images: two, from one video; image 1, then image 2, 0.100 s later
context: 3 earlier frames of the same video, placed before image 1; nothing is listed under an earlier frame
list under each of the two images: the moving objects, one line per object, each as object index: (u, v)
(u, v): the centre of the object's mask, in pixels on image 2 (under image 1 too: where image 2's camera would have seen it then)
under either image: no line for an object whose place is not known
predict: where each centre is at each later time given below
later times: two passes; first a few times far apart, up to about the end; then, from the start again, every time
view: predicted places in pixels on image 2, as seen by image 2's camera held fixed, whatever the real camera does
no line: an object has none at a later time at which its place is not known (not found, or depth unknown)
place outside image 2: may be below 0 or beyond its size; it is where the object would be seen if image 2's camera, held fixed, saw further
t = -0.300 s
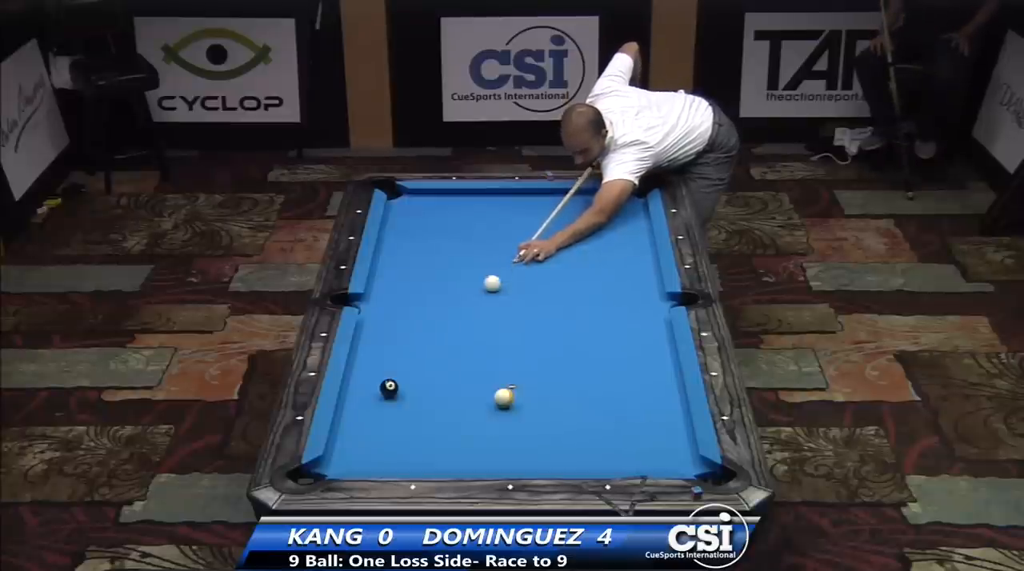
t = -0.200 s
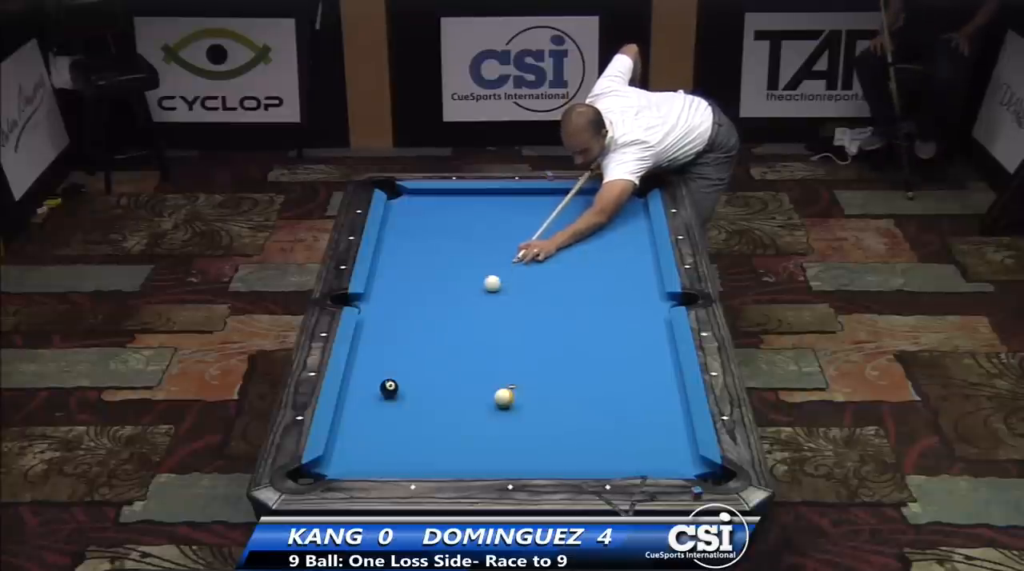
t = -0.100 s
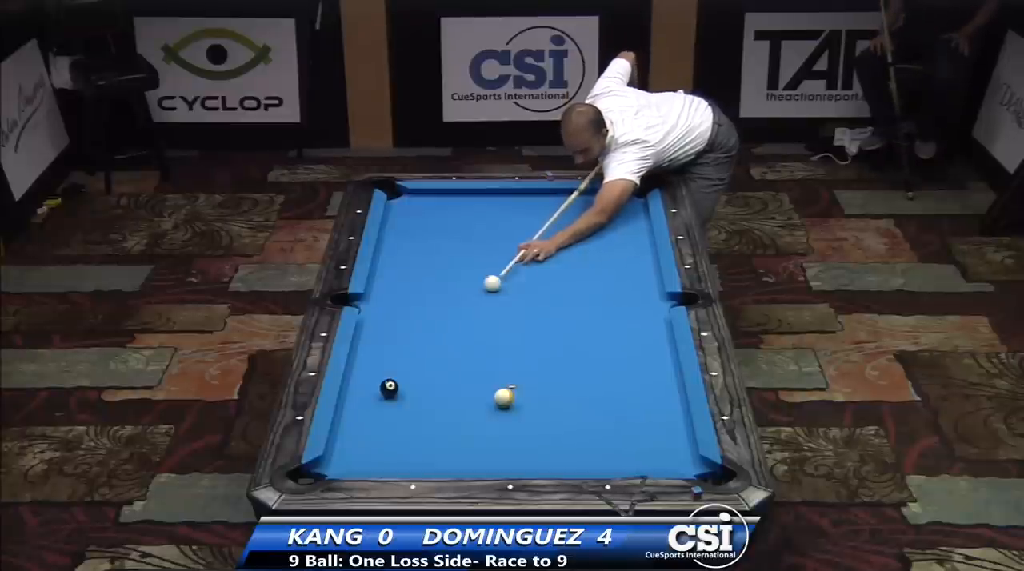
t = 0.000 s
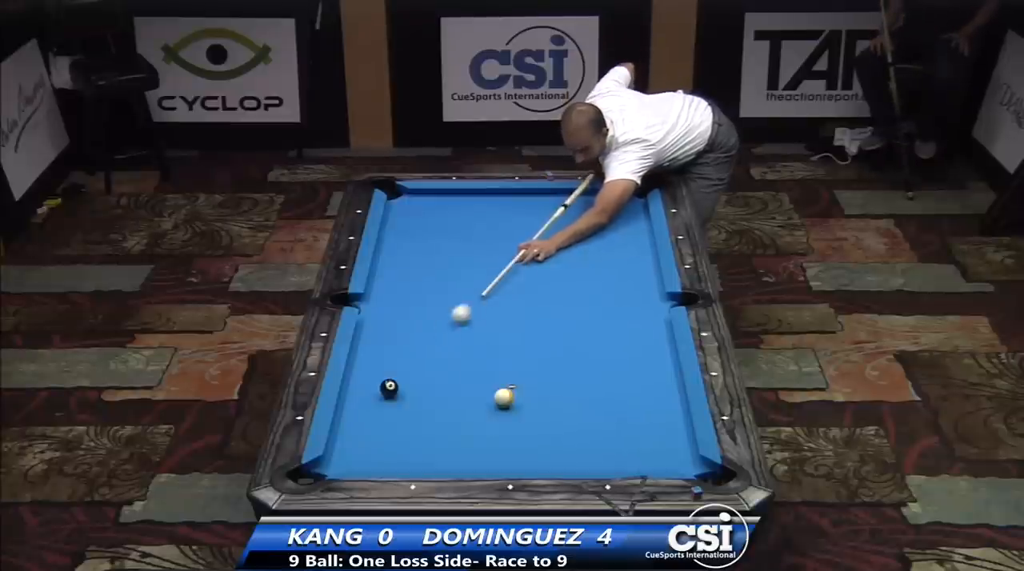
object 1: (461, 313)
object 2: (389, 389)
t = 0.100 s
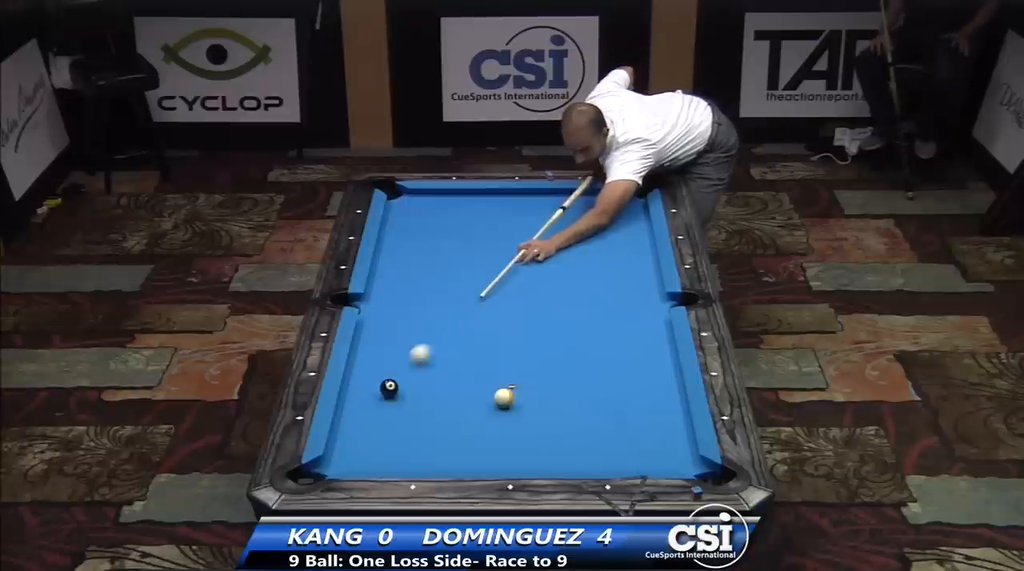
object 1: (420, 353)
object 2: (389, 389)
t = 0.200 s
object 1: (391, 379)
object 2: (376, 407)
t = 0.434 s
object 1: (373, 376)
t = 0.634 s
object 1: (360, 374)
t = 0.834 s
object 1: (356, 372)
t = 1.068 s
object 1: (366, 369)
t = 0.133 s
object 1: (406, 367)
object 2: (389, 389)
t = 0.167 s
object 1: (395, 378)
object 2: (386, 392)
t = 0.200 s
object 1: (391, 379)
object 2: (376, 407)
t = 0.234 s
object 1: (388, 378)
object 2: (366, 423)
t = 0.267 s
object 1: (385, 378)
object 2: (355, 437)
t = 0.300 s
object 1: (383, 378)
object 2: (345, 452)
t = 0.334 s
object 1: (381, 377)
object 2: (334, 466)
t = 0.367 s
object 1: (378, 377)
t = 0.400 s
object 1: (376, 377)
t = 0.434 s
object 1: (373, 376)
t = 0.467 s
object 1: (371, 376)
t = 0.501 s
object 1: (369, 376)
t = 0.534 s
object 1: (366, 375)
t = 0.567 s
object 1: (364, 375)
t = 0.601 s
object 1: (362, 375)
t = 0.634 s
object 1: (360, 374)
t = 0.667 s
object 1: (357, 374)
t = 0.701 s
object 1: (355, 374)
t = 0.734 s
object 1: (353, 373)
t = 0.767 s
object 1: (354, 373)
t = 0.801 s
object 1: (356, 372)
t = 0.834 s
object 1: (356, 372)
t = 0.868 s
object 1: (358, 371)
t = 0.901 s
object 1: (359, 371)
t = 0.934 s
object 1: (361, 370)
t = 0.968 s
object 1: (362, 370)
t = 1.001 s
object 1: (363, 370)
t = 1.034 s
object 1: (364, 370)
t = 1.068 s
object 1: (366, 369)
